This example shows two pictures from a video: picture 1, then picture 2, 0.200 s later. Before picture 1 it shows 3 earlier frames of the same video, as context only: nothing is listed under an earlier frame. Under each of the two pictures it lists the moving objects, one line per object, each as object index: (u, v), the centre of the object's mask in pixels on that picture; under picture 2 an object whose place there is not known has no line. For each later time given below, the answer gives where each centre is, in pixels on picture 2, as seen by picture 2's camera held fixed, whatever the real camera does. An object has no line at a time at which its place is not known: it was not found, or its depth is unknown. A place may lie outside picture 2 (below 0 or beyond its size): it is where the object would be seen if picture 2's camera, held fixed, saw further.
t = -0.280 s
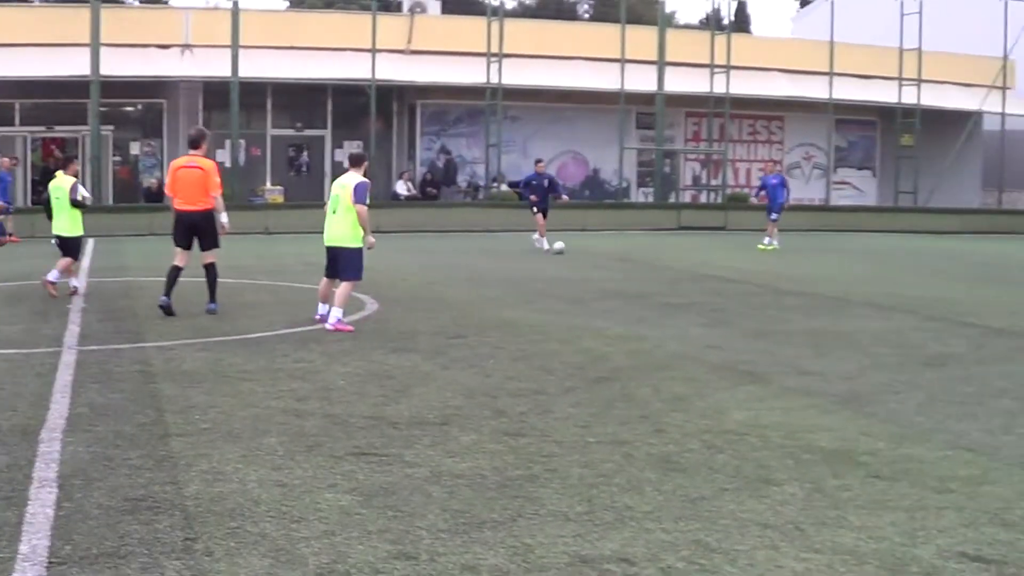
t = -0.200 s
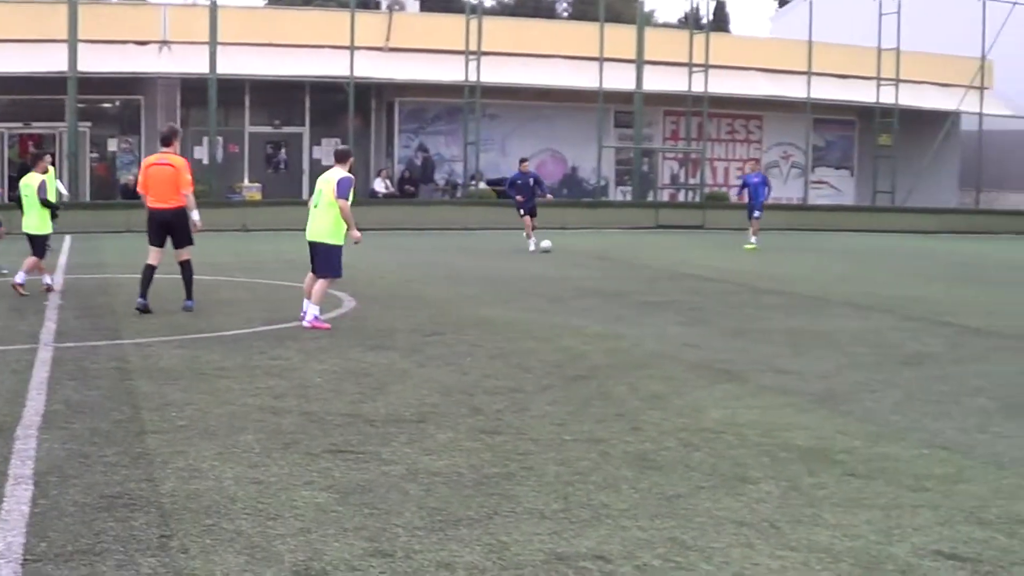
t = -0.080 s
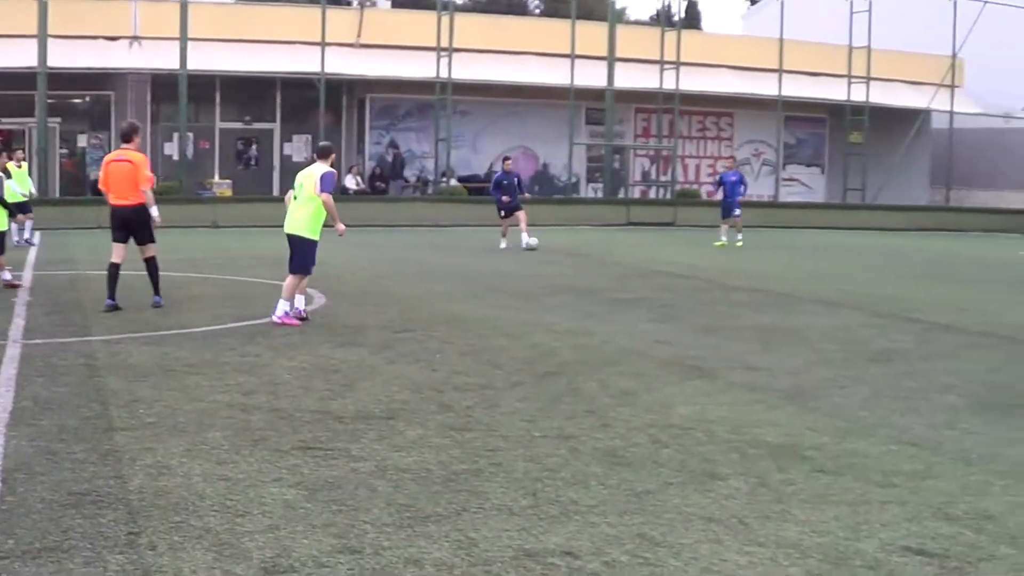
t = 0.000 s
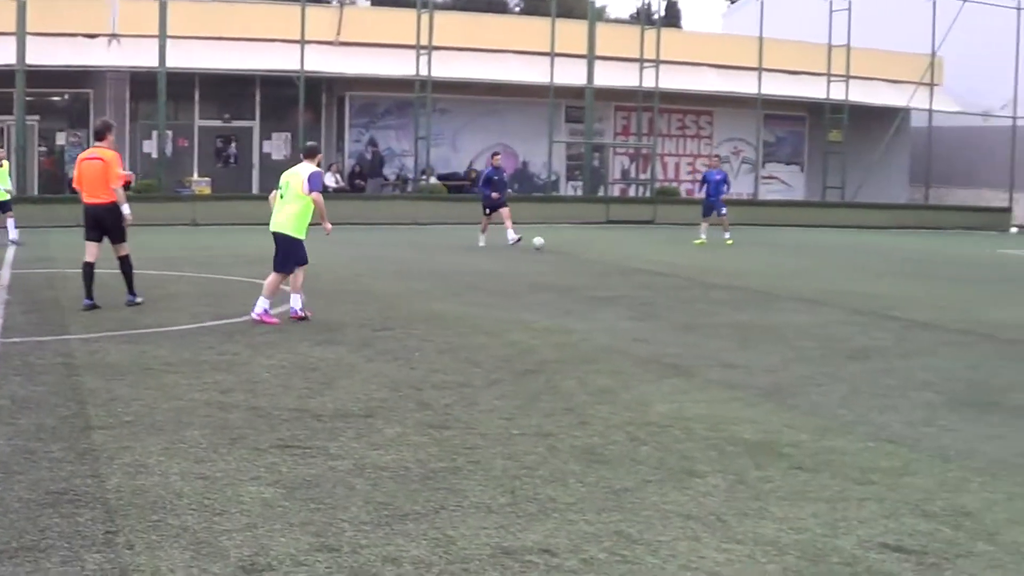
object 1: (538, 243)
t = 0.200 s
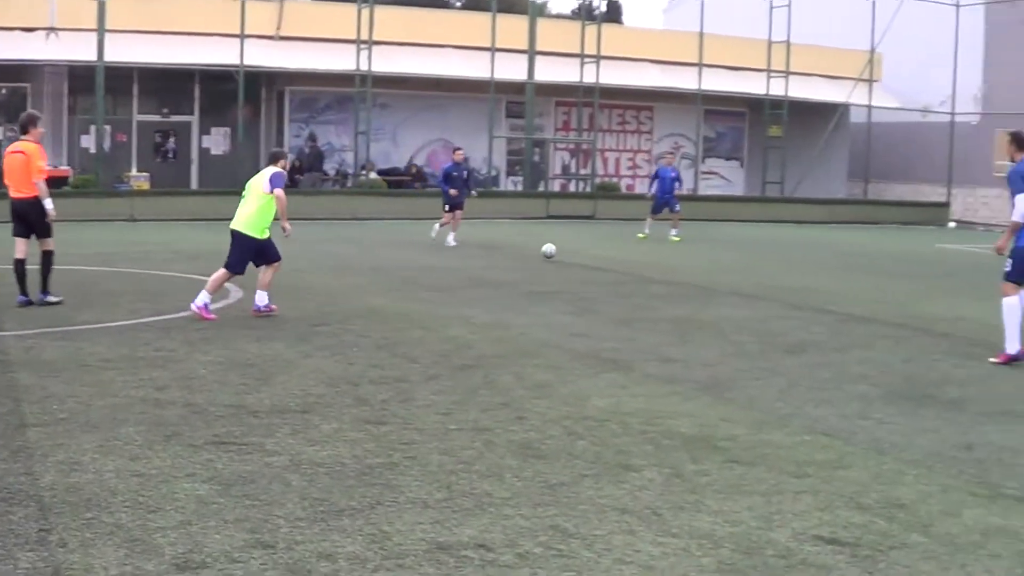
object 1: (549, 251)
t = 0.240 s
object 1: (559, 255)
